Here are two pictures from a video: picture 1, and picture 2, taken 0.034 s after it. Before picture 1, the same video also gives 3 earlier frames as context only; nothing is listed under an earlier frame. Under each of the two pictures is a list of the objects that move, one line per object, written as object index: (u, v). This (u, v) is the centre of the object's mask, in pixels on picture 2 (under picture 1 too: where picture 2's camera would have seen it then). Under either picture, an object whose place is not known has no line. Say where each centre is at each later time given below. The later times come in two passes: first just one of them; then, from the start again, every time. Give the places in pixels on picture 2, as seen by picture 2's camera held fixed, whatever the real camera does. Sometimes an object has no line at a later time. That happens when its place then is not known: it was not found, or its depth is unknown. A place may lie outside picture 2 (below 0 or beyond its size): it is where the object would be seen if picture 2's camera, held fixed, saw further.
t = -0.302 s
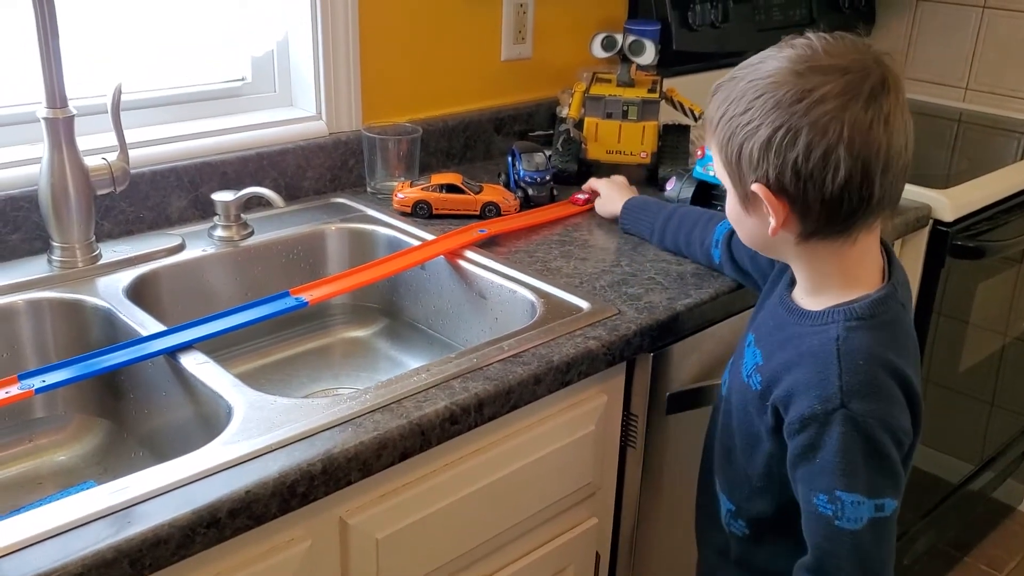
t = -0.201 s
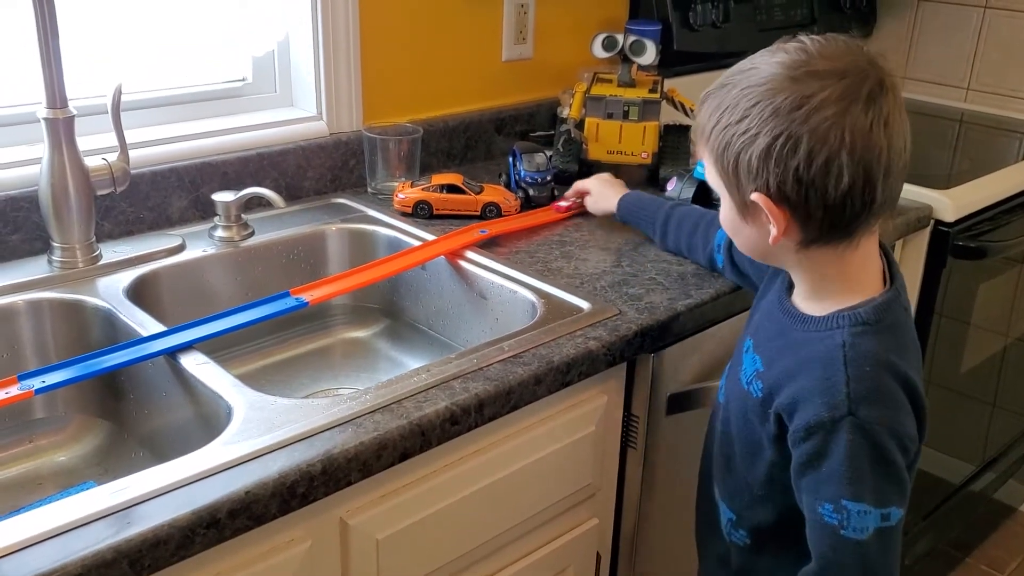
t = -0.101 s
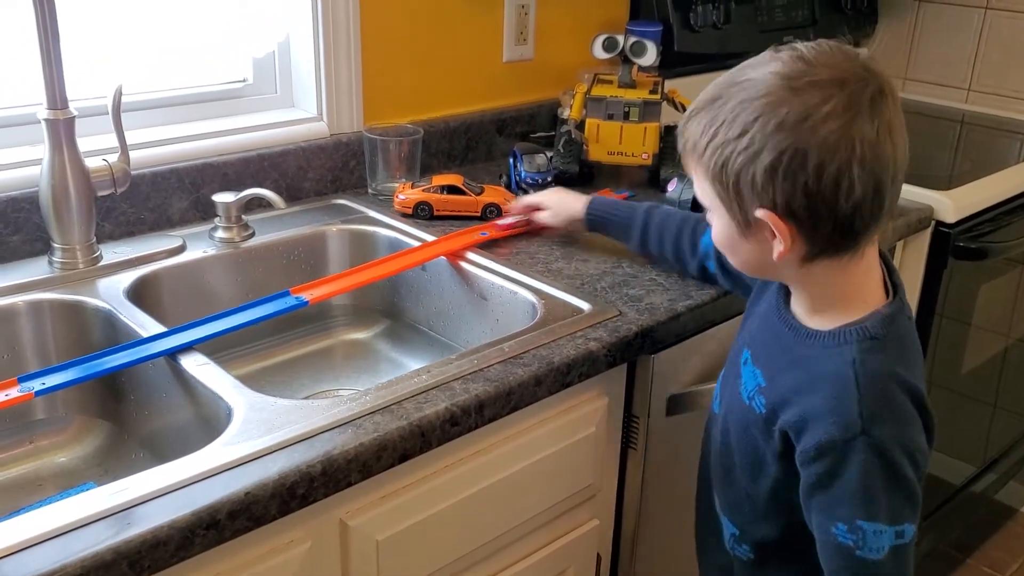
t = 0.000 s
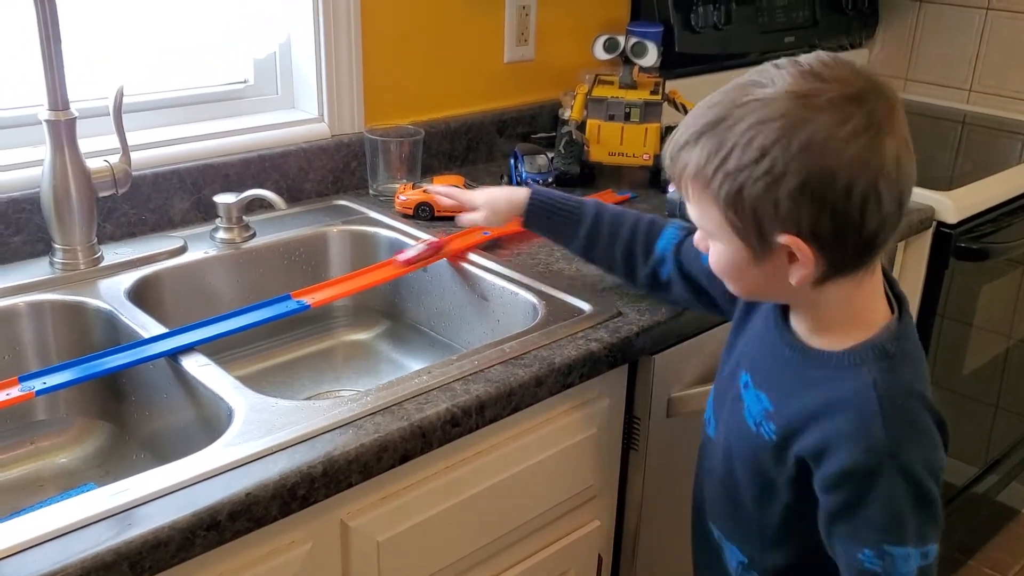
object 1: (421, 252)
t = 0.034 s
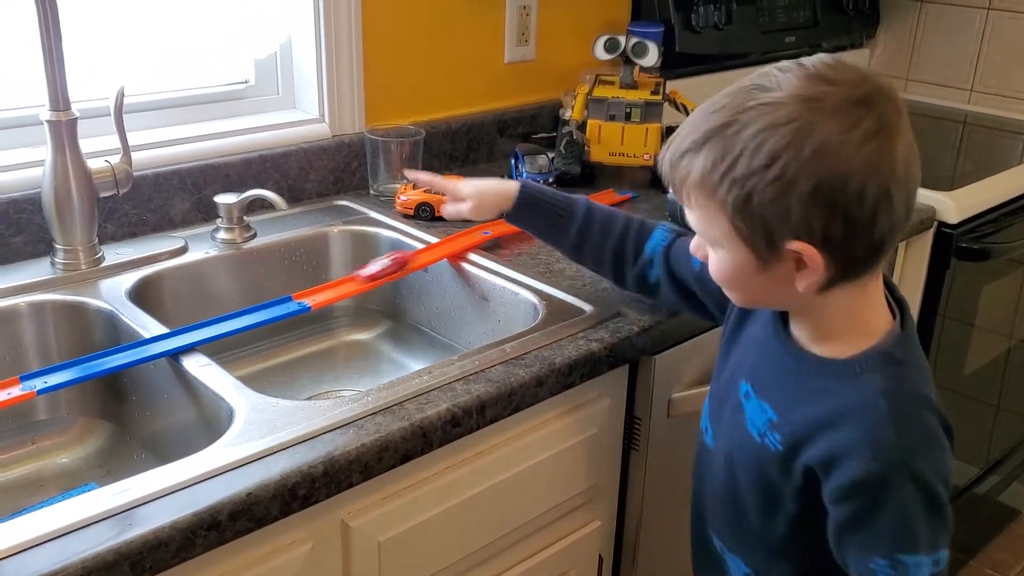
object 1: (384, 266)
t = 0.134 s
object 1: (261, 308)
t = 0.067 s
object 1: (343, 282)
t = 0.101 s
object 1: (303, 296)
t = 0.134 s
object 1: (261, 308)
